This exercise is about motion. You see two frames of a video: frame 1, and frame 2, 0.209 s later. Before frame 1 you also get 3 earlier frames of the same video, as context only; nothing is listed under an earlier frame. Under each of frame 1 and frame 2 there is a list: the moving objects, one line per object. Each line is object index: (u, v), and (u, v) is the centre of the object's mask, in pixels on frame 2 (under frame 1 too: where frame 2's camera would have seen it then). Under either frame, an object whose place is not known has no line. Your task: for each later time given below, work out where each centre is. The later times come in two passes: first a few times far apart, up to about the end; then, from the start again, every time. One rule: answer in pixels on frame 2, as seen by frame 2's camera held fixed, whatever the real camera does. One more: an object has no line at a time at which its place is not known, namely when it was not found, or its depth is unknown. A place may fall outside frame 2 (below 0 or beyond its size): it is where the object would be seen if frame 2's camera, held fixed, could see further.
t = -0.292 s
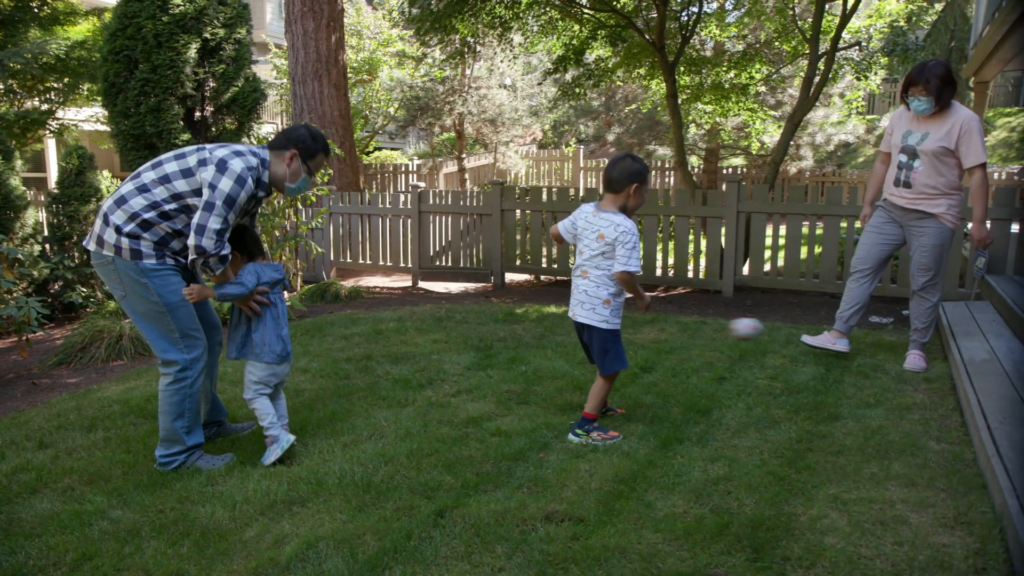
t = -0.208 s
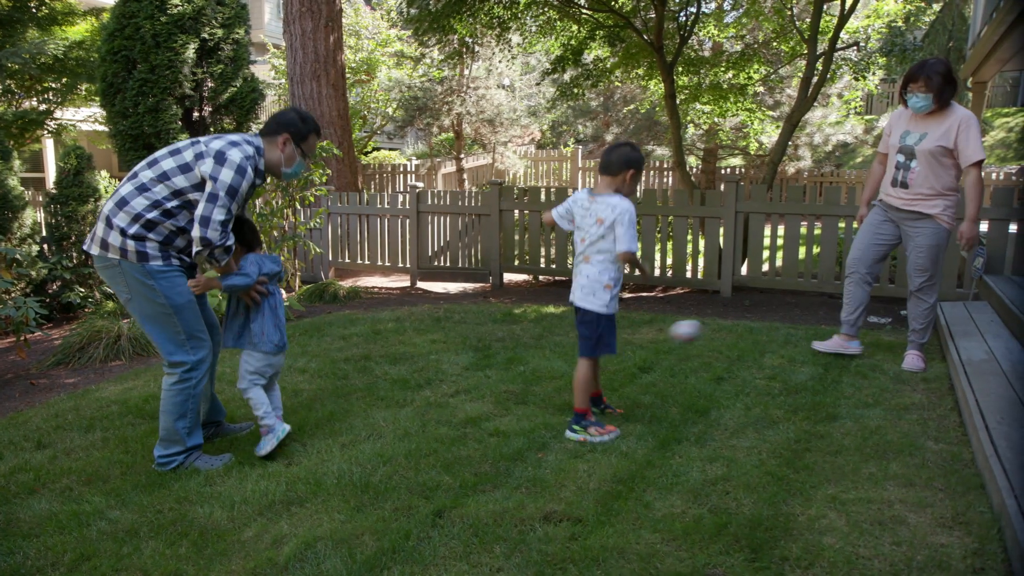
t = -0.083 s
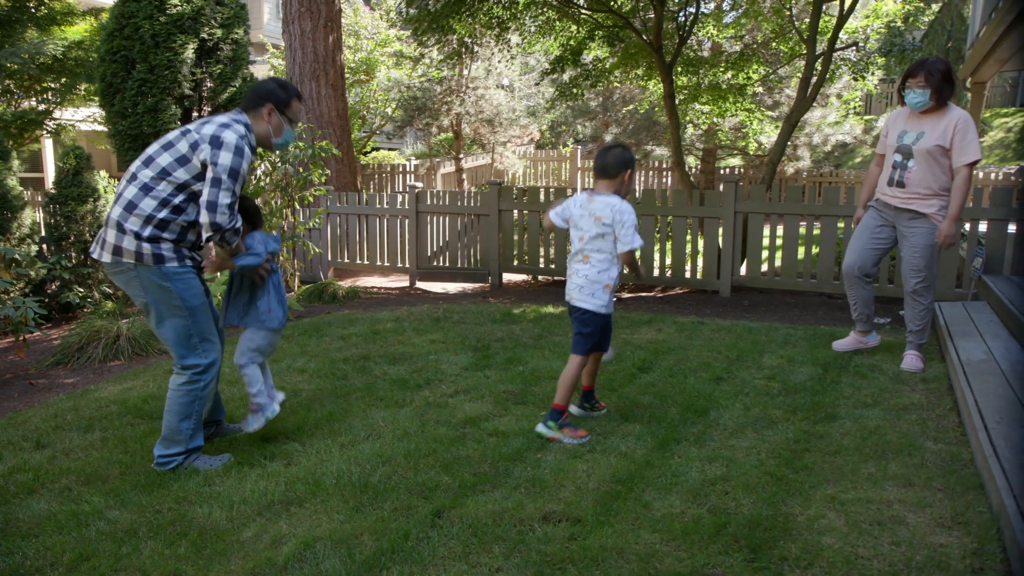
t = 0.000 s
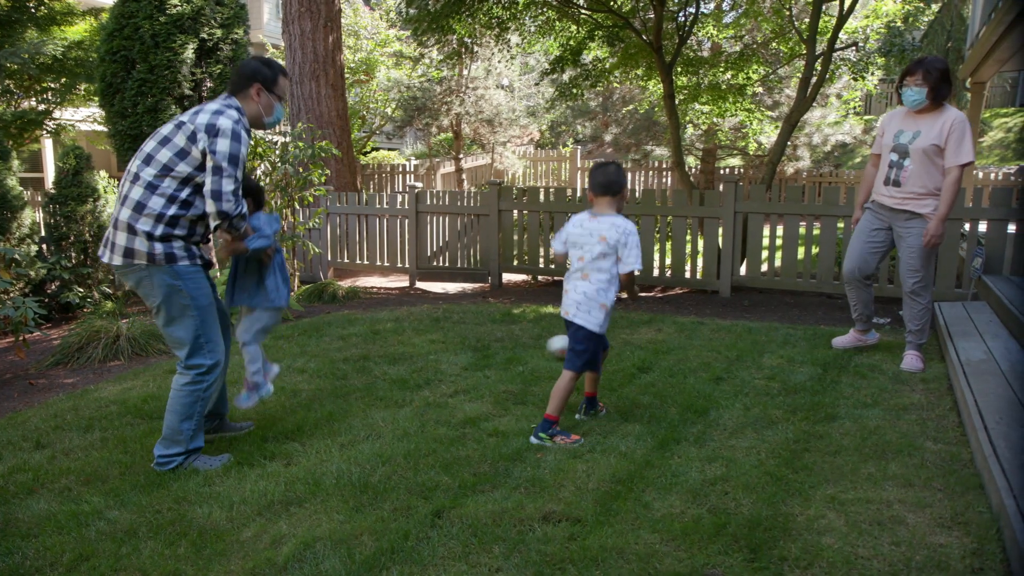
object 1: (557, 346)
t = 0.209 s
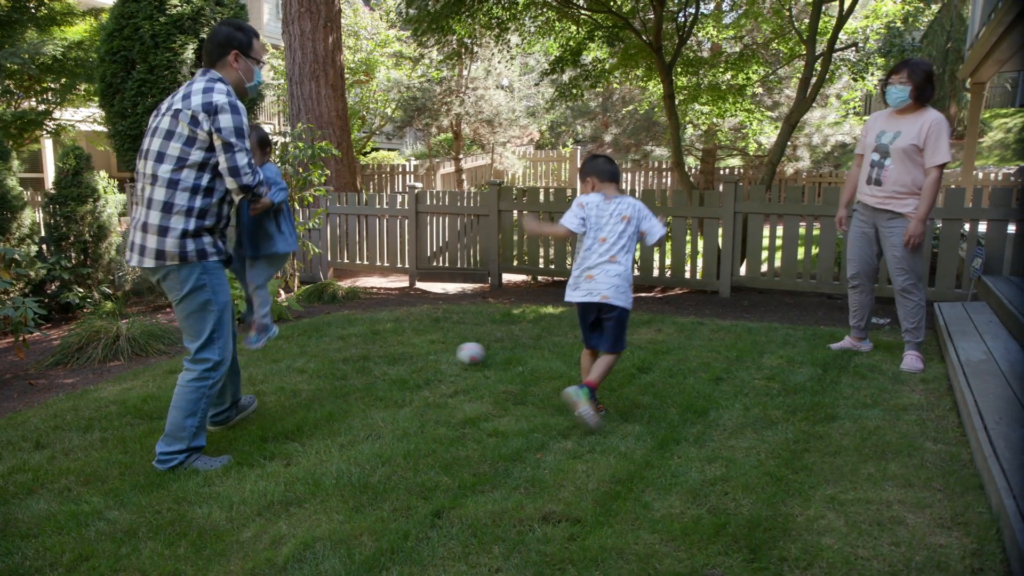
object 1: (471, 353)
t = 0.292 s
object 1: (439, 352)
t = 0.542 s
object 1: (356, 349)
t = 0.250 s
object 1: (454, 353)
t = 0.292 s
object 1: (439, 352)
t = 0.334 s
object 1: (424, 350)
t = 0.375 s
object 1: (409, 351)
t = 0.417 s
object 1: (394, 352)
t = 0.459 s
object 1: (380, 350)
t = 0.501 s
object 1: (369, 348)
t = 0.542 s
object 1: (356, 349)
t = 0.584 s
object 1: (345, 350)
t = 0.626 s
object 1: (332, 351)
